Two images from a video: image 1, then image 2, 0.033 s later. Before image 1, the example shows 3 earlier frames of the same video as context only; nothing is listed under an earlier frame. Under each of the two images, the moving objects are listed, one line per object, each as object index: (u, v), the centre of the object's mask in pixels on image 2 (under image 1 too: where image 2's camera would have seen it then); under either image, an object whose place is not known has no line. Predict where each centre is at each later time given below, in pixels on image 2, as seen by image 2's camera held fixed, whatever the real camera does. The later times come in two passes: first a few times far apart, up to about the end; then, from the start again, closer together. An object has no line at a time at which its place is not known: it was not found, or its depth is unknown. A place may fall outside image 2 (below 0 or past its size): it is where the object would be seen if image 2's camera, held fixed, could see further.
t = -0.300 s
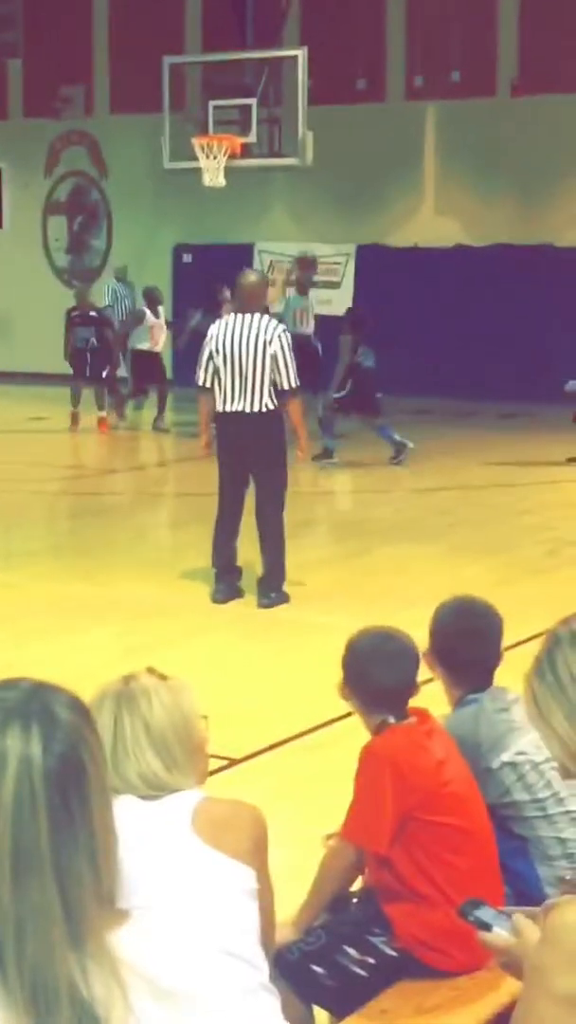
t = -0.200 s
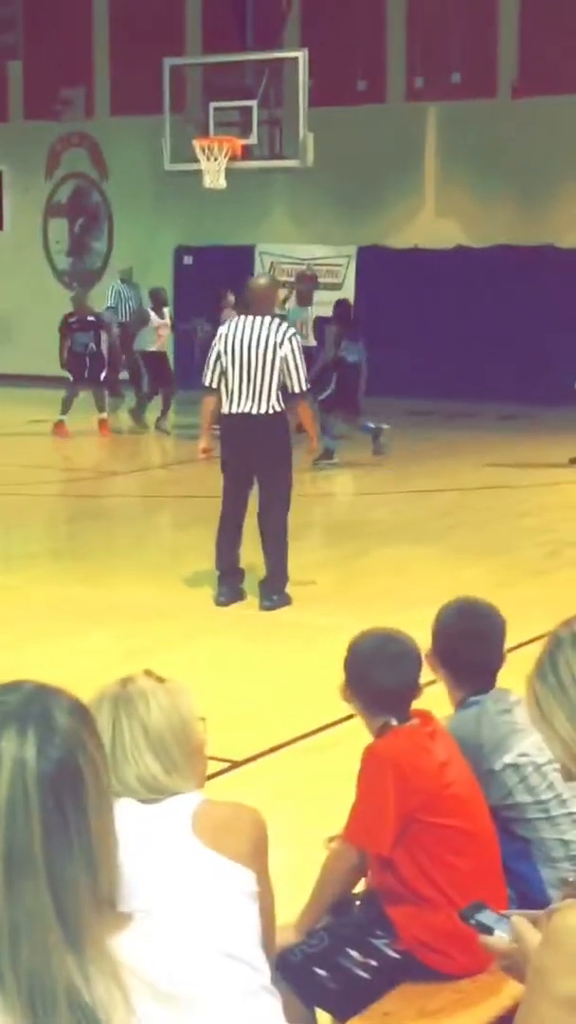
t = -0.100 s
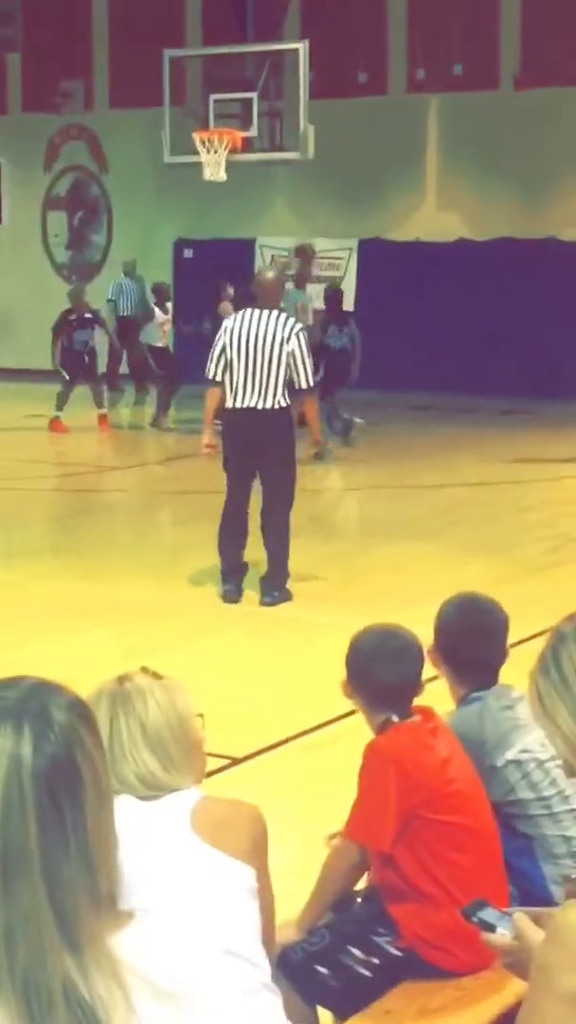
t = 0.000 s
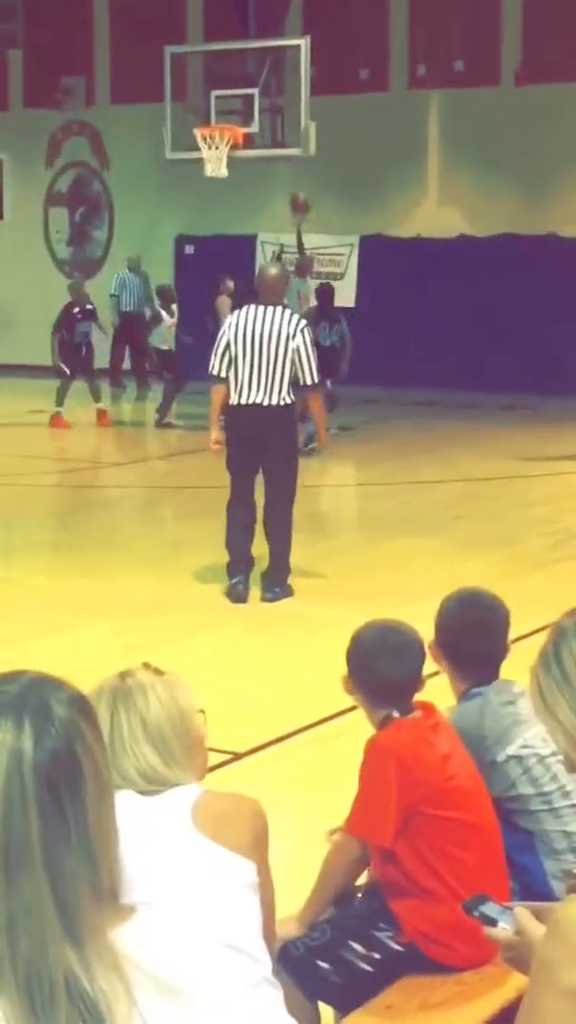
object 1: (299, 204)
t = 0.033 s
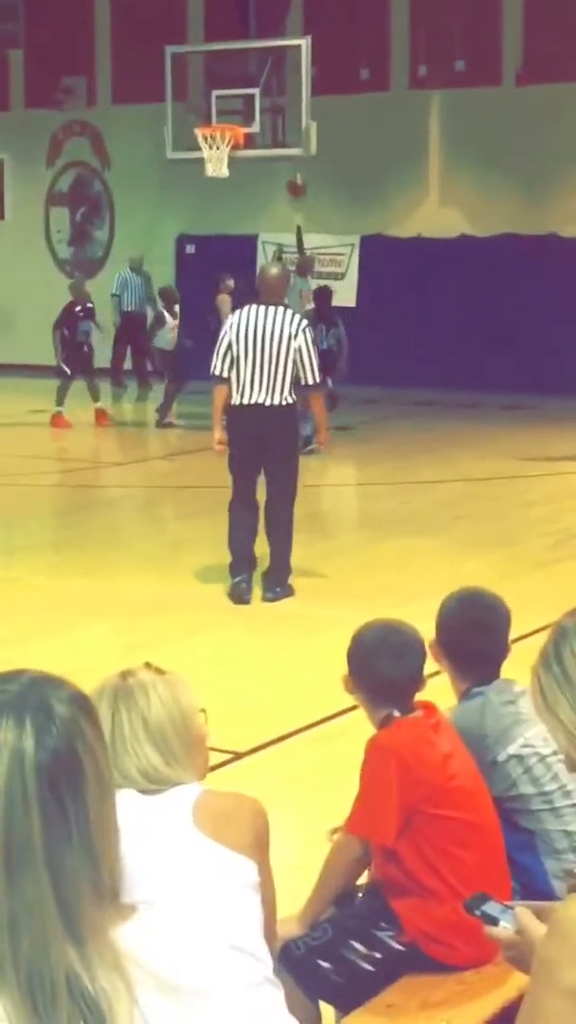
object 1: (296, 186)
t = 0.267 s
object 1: (277, 103)
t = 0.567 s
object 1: (249, 75)
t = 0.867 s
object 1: (210, 137)
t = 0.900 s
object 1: (210, 151)
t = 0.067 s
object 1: (293, 172)
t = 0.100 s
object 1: (291, 158)
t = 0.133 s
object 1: (287, 143)
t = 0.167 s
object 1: (284, 134)
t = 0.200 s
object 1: (283, 119)
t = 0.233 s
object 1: (280, 109)
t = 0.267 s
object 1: (277, 103)
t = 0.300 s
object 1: (274, 97)
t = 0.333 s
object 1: (272, 87)
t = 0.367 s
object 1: (269, 82)
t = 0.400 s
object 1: (267, 78)
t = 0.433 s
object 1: (264, 75)
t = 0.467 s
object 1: (260, 74)
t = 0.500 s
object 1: (256, 74)
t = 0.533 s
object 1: (253, 74)
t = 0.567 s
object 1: (249, 75)
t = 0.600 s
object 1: (244, 80)
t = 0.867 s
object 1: (210, 137)
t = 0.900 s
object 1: (210, 151)
